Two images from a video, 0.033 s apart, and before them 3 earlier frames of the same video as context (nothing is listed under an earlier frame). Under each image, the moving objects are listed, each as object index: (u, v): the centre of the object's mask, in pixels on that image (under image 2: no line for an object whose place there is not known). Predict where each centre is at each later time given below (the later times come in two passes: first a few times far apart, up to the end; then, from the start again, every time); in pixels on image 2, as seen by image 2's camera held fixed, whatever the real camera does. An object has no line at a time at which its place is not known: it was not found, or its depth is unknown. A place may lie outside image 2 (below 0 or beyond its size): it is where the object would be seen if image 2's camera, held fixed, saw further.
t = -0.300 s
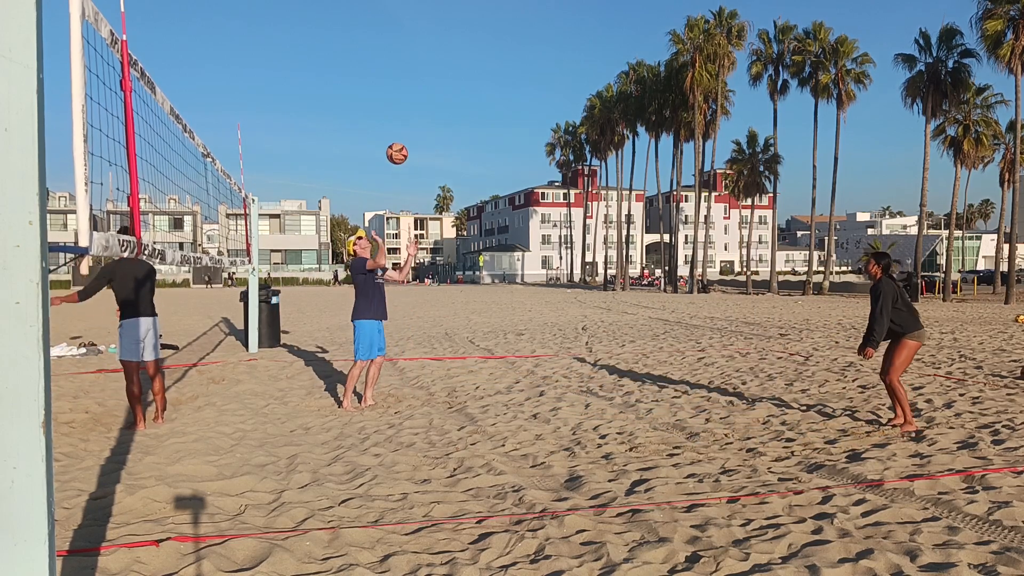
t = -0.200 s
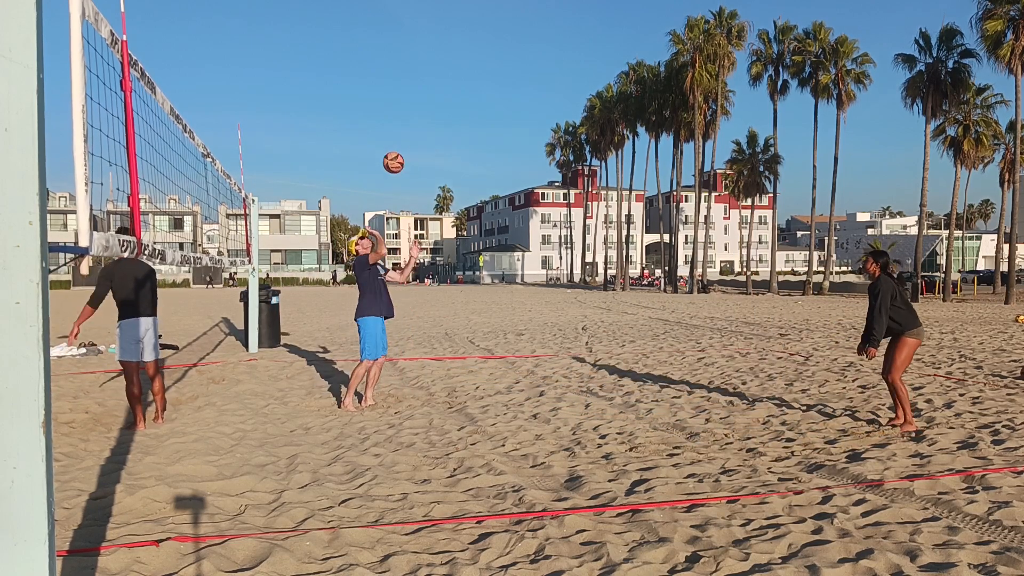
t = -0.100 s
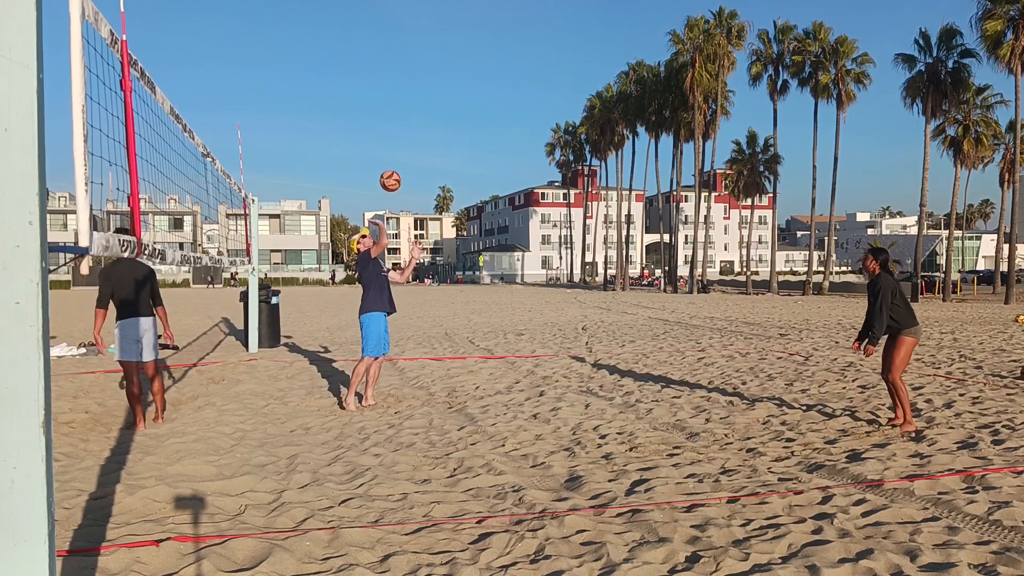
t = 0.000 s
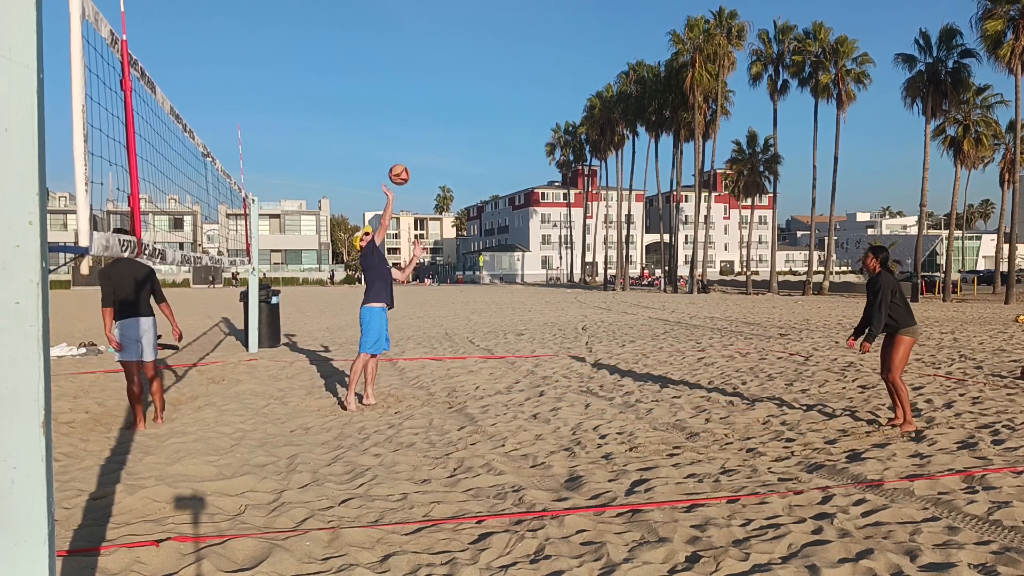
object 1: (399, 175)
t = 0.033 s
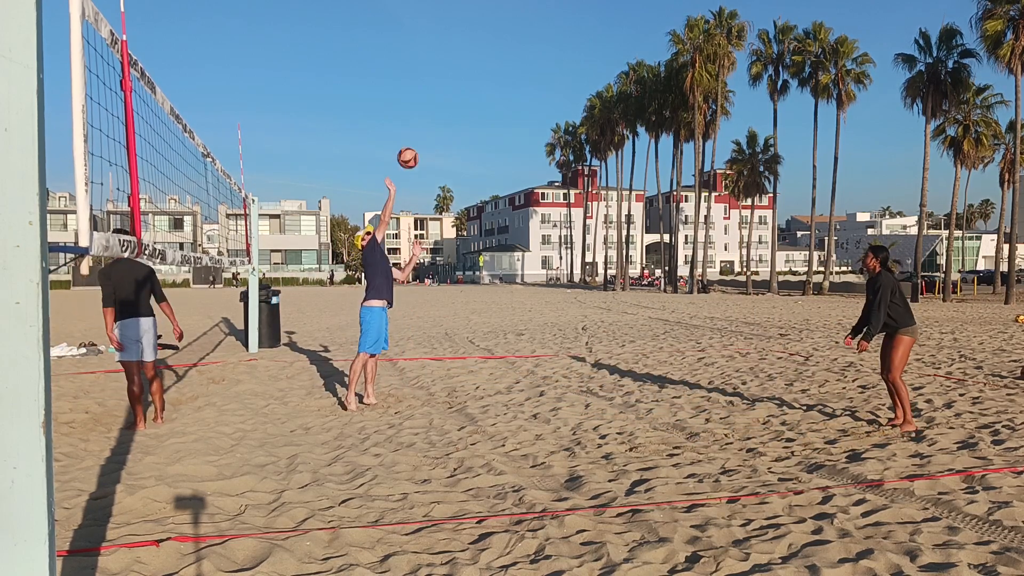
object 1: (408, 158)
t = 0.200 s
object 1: (453, 88)
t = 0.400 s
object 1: (510, 37)
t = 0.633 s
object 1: (579, 32)
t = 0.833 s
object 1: (641, 76)
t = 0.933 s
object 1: (670, 116)
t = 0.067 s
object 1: (417, 142)
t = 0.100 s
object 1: (426, 127)
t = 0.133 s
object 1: (435, 113)
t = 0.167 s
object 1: (444, 100)
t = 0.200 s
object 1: (453, 88)
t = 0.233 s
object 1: (462, 77)
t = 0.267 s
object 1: (472, 67)
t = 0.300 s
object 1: (481, 57)
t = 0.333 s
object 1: (491, 50)
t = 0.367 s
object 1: (500, 43)
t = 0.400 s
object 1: (510, 37)
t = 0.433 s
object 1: (520, 33)
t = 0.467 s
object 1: (530, 30)
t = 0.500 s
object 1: (540, 28)
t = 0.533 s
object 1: (550, 27)
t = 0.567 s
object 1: (560, 28)
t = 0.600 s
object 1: (570, 29)
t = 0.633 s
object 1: (579, 32)
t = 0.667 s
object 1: (590, 36)
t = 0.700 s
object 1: (600, 42)
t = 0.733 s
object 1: (610, 48)
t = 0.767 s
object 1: (620, 56)
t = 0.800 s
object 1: (630, 65)
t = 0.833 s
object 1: (641, 76)
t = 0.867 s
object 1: (651, 88)
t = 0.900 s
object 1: (661, 100)
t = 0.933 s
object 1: (670, 116)
